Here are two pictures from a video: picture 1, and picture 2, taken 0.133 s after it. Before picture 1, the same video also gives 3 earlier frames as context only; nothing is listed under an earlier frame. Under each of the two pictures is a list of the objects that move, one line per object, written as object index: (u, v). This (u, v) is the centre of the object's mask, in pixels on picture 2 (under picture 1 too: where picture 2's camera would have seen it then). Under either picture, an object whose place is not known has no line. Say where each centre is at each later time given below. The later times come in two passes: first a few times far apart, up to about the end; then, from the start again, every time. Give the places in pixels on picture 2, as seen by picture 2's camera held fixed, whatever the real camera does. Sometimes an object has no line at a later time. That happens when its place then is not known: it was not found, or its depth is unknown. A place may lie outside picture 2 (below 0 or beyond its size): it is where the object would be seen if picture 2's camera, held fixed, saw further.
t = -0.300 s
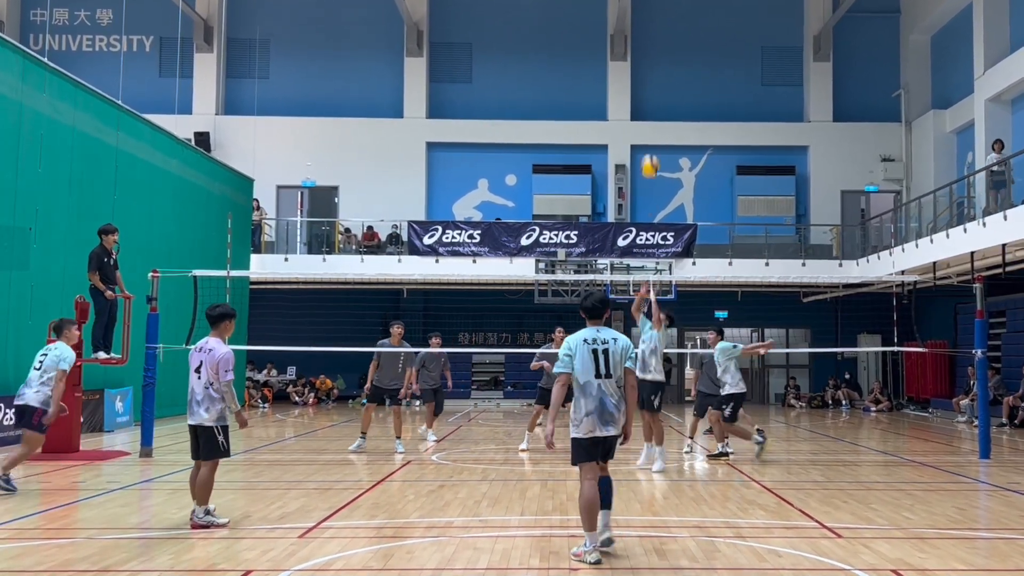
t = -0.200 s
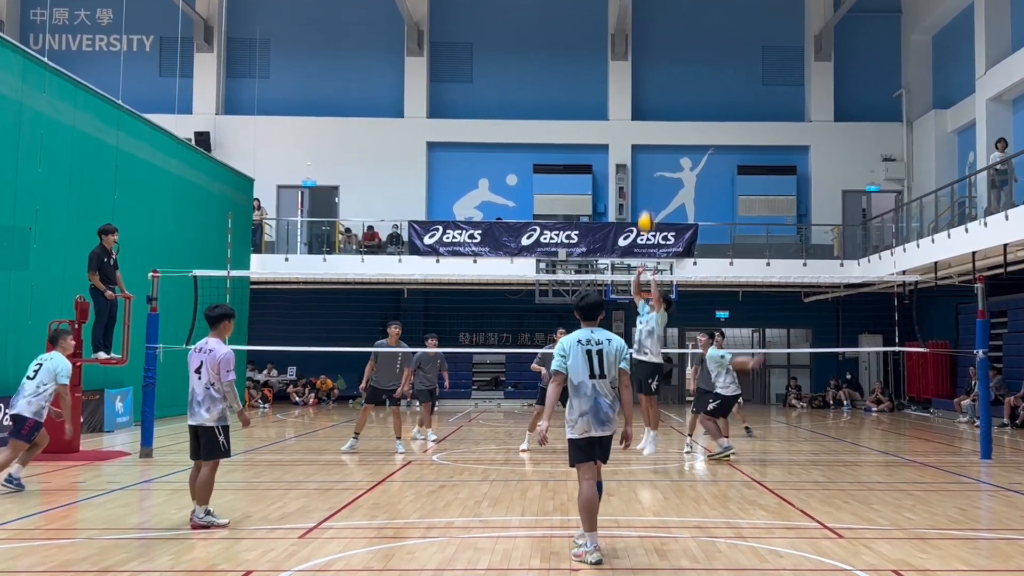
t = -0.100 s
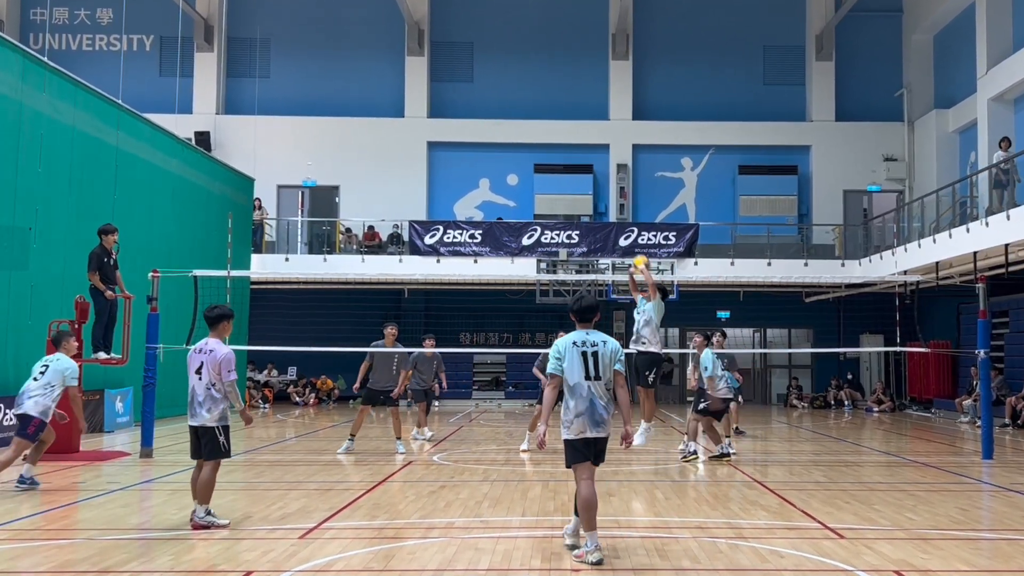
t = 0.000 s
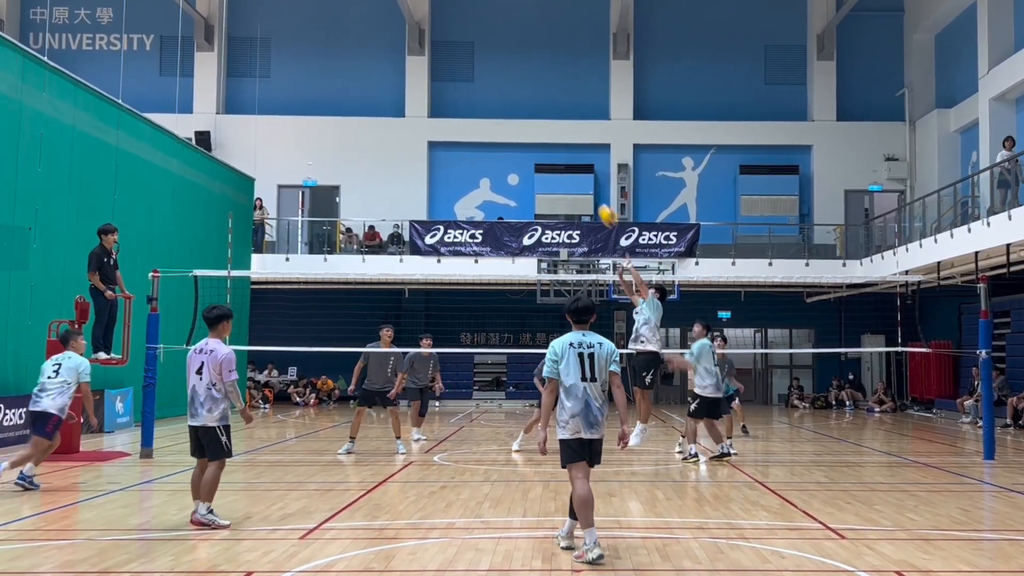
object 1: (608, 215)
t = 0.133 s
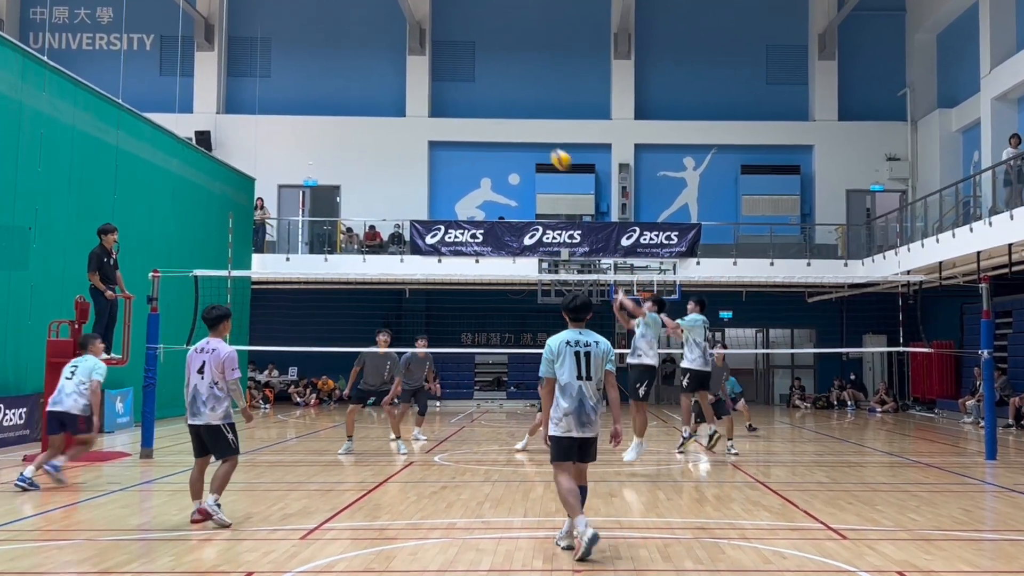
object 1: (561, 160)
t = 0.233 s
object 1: (525, 127)
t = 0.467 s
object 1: (444, 87)
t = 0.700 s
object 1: (364, 91)
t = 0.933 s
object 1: (285, 140)
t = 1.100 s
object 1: (229, 203)
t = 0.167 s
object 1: (549, 148)
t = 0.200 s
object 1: (538, 138)
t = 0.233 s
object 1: (525, 127)
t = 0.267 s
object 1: (514, 118)
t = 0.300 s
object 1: (501, 110)
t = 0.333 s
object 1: (490, 105)
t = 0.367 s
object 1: (479, 99)
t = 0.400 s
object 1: (467, 94)
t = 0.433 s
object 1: (456, 90)
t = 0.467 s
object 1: (444, 87)
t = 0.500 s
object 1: (433, 85)
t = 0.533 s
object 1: (421, 84)
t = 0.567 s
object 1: (409, 83)
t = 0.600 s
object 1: (398, 85)
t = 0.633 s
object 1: (387, 86)
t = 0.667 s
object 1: (375, 88)
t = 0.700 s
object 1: (364, 91)
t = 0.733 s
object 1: (353, 96)
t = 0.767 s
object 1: (342, 101)
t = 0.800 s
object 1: (330, 106)
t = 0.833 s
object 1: (319, 113)
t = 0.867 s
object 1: (307, 121)
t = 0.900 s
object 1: (296, 131)
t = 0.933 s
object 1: (285, 140)
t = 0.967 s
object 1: (273, 151)
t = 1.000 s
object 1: (262, 163)
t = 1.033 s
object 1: (251, 176)
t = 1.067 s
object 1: (240, 188)
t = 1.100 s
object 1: (229, 203)
